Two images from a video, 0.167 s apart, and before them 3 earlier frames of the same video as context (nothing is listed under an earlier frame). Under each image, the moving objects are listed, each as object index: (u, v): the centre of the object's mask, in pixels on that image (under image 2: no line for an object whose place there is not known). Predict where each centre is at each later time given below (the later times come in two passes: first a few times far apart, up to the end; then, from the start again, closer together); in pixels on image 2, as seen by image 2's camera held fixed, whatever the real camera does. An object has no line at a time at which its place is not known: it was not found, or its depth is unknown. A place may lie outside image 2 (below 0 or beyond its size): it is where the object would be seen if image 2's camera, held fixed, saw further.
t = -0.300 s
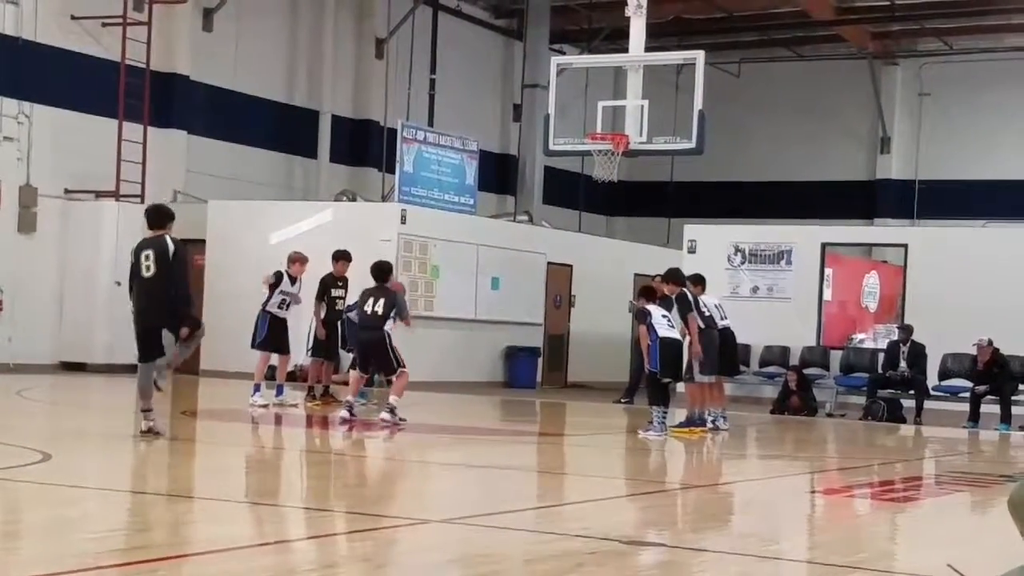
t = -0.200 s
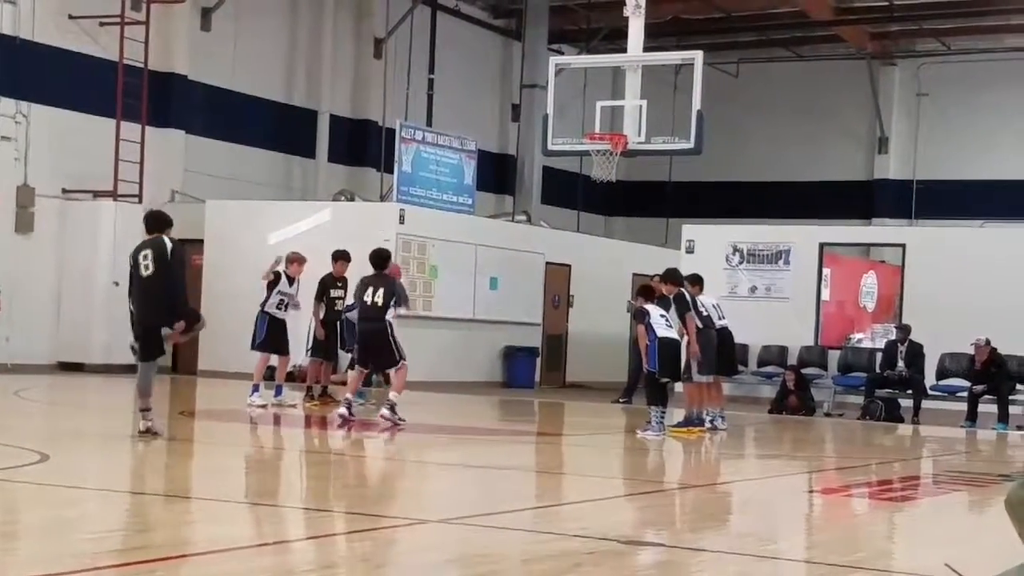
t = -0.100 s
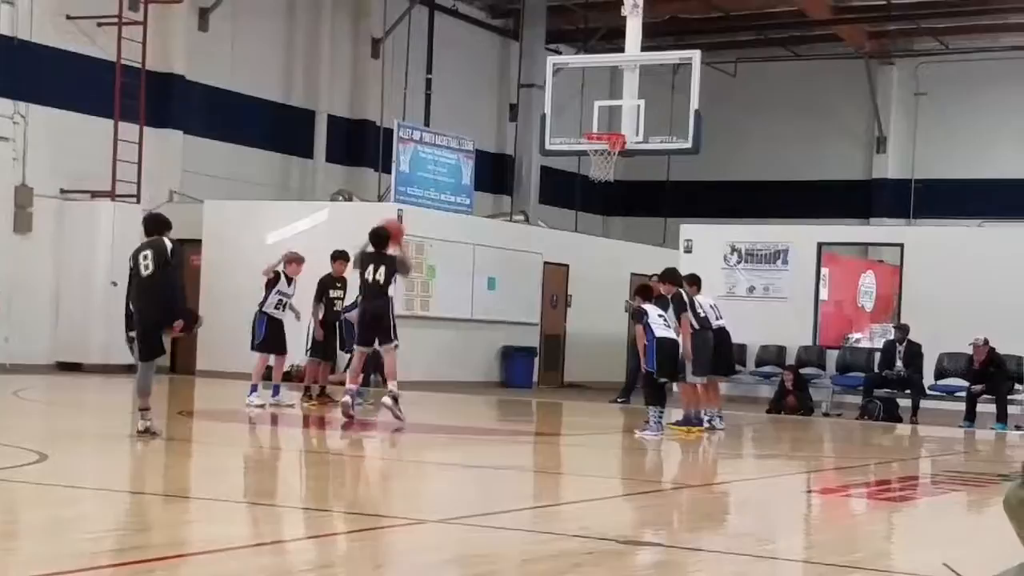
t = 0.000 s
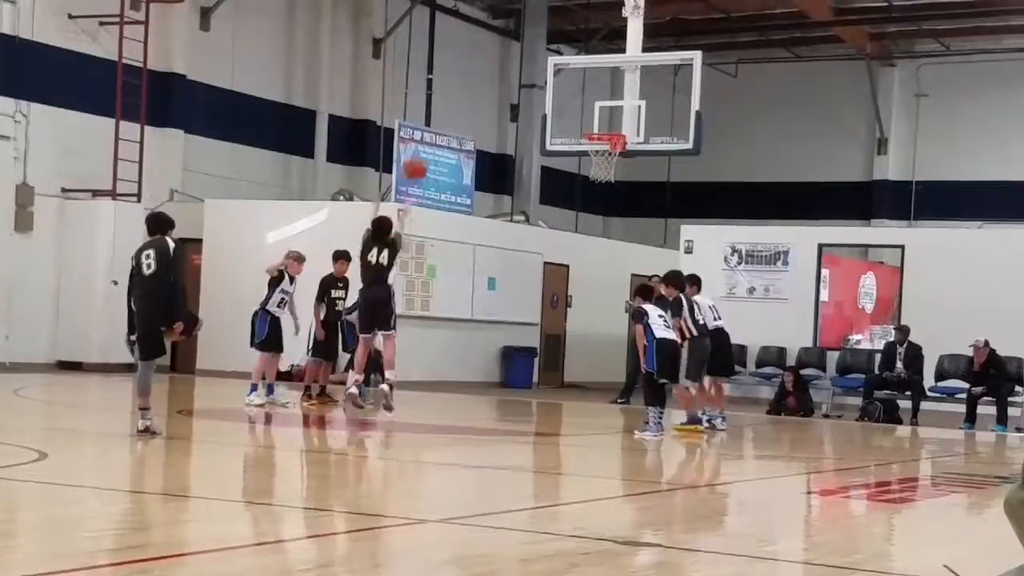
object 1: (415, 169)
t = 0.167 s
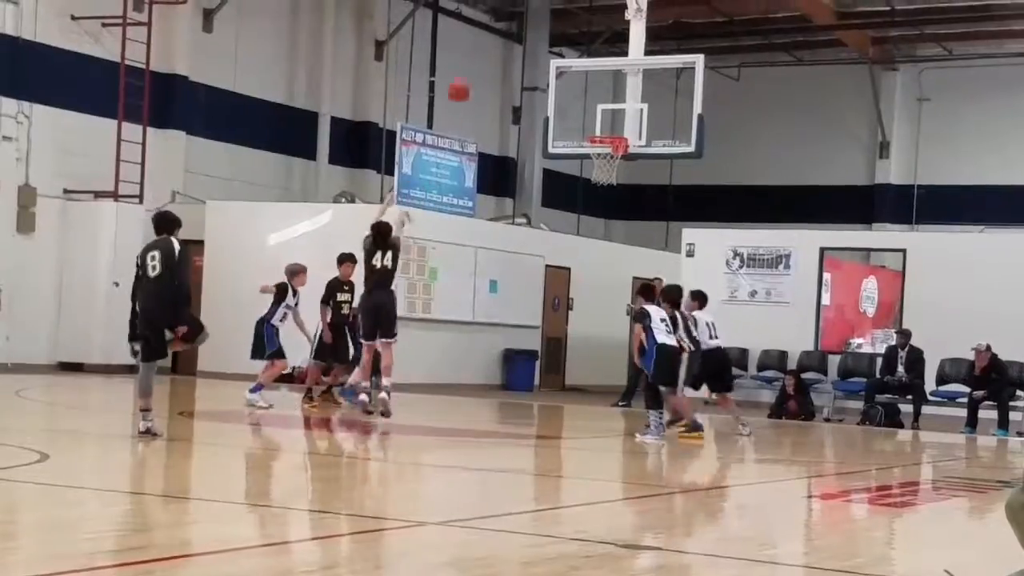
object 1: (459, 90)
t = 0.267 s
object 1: (482, 55)
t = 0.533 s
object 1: (535, 21)
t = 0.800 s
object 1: (579, 55)
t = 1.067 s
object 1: (622, 149)
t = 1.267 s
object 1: (619, 197)
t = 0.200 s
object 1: (466, 79)
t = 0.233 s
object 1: (473, 67)
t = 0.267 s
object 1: (482, 55)
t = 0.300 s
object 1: (488, 49)
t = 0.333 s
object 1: (495, 41)
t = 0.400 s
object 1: (509, 31)
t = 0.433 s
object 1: (516, 27)
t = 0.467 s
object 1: (522, 24)
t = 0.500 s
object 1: (529, 22)
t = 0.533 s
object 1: (535, 21)
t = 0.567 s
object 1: (541, 22)
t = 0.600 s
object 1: (546, 24)
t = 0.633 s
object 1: (553, 27)
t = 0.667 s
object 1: (558, 31)
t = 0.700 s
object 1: (564, 36)
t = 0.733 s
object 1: (570, 40)
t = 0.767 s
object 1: (575, 47)
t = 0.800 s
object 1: (579, 55)
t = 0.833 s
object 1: (584, 64)
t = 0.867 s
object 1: (588, 77)
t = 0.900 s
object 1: (593, 87)
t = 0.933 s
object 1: (599, 95)
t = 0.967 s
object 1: (603, 107)
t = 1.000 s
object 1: (608, 121)
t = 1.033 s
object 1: (612, 124)
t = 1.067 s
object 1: (622, 149)
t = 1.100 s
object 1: (622, 158)
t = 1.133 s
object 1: (618, 162)
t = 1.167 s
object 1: (619, 171)
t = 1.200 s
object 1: (619, 180)
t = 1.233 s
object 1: (619, 190)
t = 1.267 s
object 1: (619, 197)
